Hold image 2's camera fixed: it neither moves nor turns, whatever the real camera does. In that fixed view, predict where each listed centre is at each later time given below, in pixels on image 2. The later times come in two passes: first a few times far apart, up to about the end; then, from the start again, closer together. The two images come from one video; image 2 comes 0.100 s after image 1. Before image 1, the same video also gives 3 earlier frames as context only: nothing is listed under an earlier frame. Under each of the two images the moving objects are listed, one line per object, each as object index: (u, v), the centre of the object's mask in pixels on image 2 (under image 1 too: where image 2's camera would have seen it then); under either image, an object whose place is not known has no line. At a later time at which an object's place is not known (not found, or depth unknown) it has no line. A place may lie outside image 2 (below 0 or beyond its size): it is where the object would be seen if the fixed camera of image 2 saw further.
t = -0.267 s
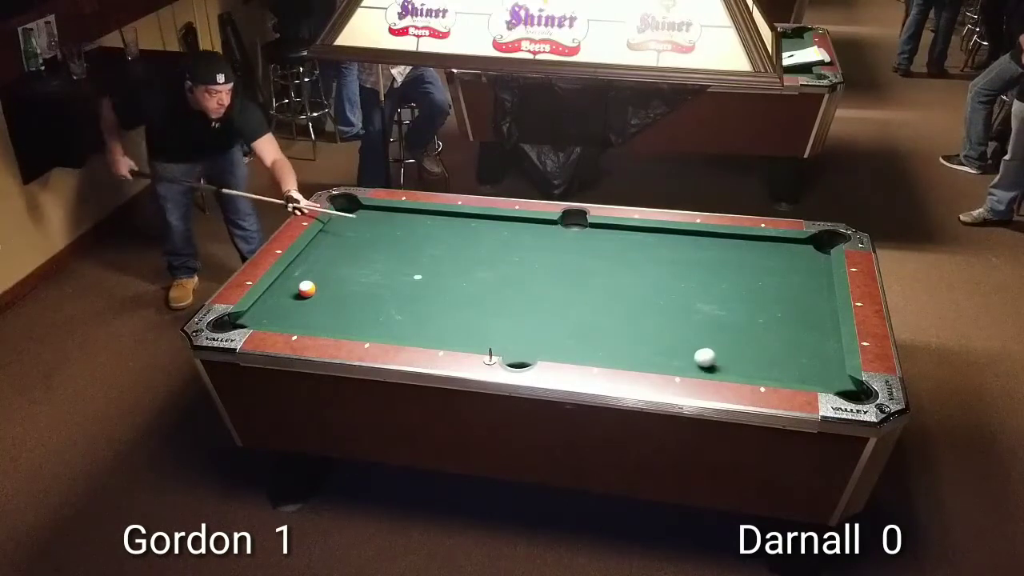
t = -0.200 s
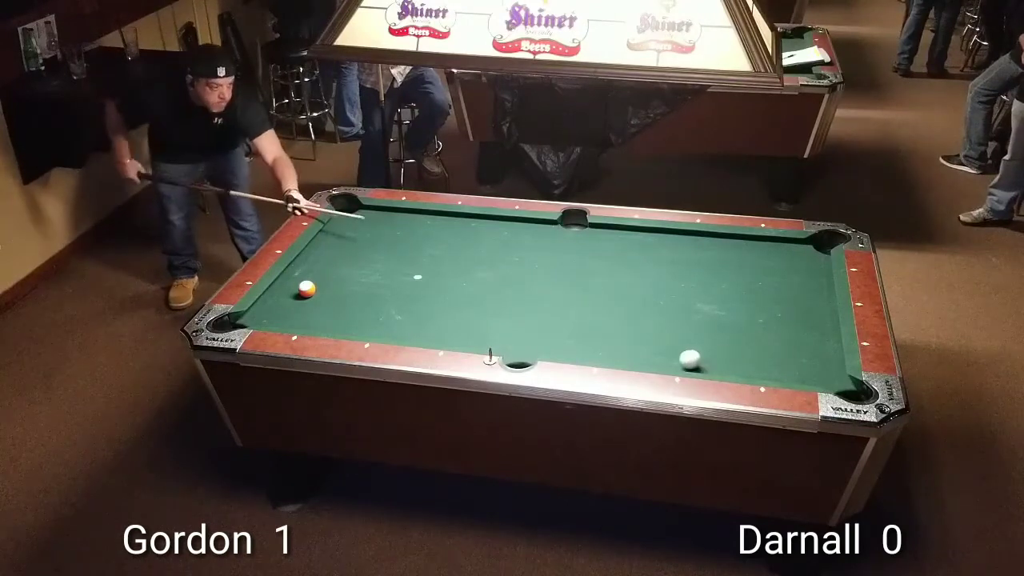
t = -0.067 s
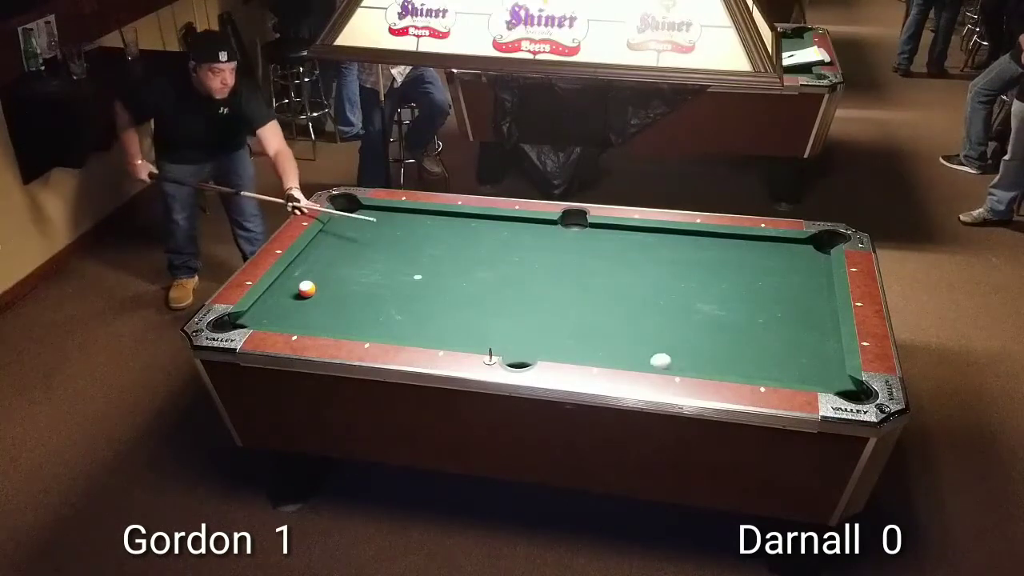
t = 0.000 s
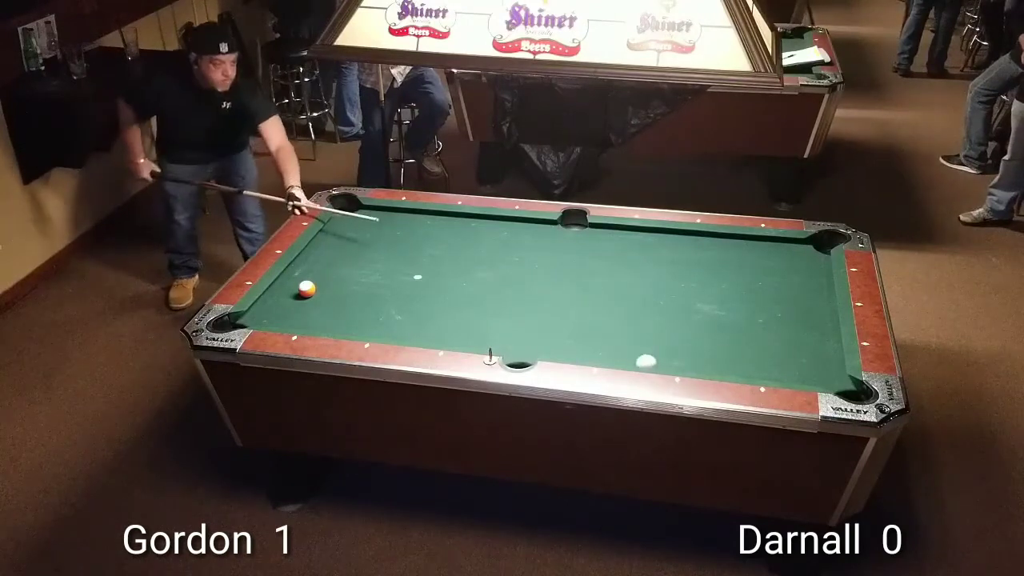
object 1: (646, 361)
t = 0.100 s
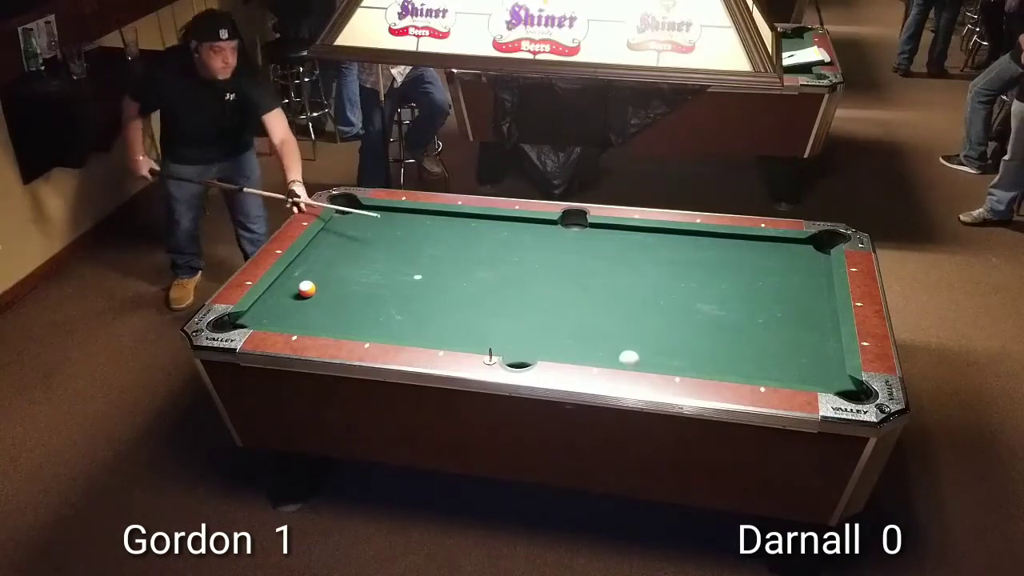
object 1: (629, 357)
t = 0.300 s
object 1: (596, 351)
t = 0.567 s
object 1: (556, 342)
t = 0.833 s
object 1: (518, 333)
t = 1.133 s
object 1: (480, 323)
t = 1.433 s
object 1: (445, 314)
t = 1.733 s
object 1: (413, 306)
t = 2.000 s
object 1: (387, 300)
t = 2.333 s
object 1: (357, 292)
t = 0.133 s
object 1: (623, 356)
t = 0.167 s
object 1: (618, 355)
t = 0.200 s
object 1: (612, 355)
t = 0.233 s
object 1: (607, 354)
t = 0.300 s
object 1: (596, 351)
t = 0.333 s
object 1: (591, 350)
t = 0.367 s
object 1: (586, 349)
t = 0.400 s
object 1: (581, 348)
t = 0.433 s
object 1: (575, 347)
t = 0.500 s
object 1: (565, 344)
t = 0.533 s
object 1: (561, 343)
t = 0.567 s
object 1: (556, 342)
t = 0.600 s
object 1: (551, 341)
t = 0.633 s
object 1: (546, 340)
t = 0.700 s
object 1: (537, 337)
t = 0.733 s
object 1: (532, 336)
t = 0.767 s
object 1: (527, 335)
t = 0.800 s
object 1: (523, 334)
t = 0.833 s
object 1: (518, 333)
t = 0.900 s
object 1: (510, 330)
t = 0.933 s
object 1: (505, 329)
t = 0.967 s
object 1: (501, 328)
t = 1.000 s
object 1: (496, 327)
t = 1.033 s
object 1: (492, 326)
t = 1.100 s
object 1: (484, 324)
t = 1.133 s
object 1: (480, 323)
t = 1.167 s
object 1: (476, 322)
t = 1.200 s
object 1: (472, 321)
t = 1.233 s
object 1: (468, 320)
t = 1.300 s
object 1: (460, 318)
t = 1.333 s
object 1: (456, 317)
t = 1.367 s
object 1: (452, 316)
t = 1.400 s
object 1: (449, 315)
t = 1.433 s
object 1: (445, 314)
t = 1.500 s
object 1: (437, 312)
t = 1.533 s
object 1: (434, 312)
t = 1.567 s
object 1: (430, 311)
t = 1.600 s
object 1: (426, 310)
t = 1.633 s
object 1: (423, 309)
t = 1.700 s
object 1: (416, 307)
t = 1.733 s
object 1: (413, 306)
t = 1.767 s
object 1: (409, 306)
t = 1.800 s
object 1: (406, 305)
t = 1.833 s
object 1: (403, 304)
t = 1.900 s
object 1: (396, 302)
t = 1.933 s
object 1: (393, 301)
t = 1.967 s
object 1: (390, 300)
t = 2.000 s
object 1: (387, 300)
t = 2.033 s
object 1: (383, 299)
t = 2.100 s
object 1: (377, 297)
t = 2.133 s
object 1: (374, 297)
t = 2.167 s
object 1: (371, 296)
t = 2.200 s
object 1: (368, 295)
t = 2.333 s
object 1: (357, 292)
